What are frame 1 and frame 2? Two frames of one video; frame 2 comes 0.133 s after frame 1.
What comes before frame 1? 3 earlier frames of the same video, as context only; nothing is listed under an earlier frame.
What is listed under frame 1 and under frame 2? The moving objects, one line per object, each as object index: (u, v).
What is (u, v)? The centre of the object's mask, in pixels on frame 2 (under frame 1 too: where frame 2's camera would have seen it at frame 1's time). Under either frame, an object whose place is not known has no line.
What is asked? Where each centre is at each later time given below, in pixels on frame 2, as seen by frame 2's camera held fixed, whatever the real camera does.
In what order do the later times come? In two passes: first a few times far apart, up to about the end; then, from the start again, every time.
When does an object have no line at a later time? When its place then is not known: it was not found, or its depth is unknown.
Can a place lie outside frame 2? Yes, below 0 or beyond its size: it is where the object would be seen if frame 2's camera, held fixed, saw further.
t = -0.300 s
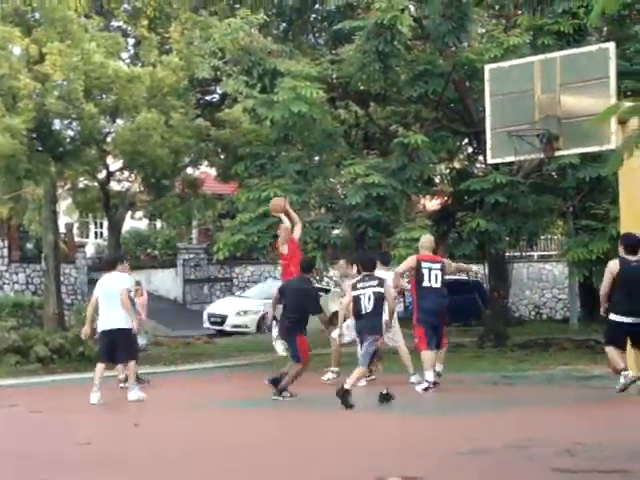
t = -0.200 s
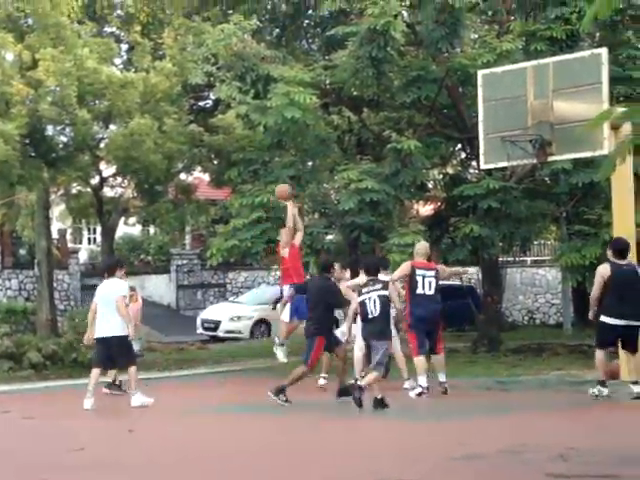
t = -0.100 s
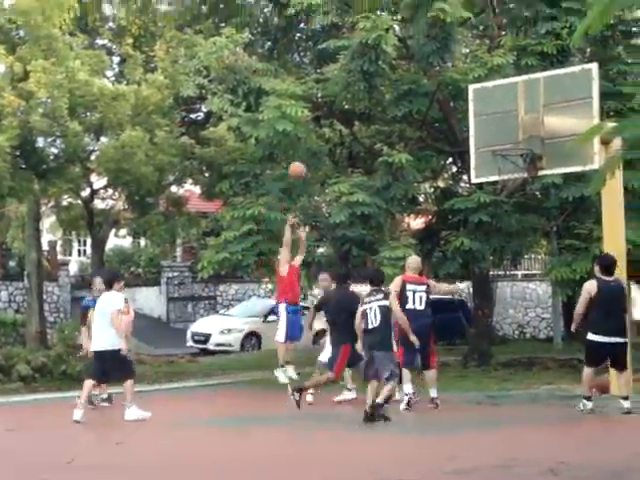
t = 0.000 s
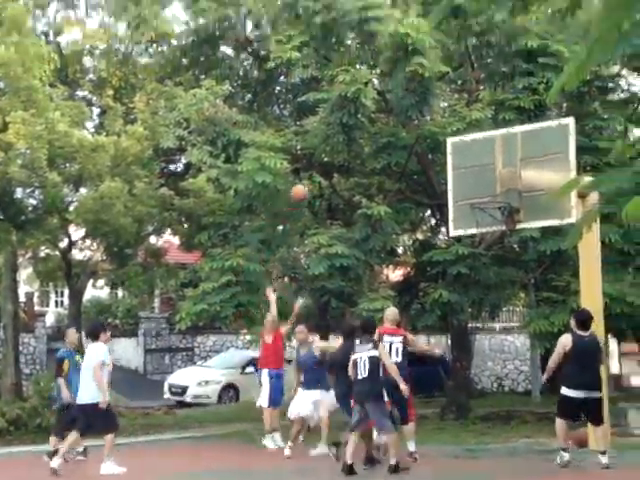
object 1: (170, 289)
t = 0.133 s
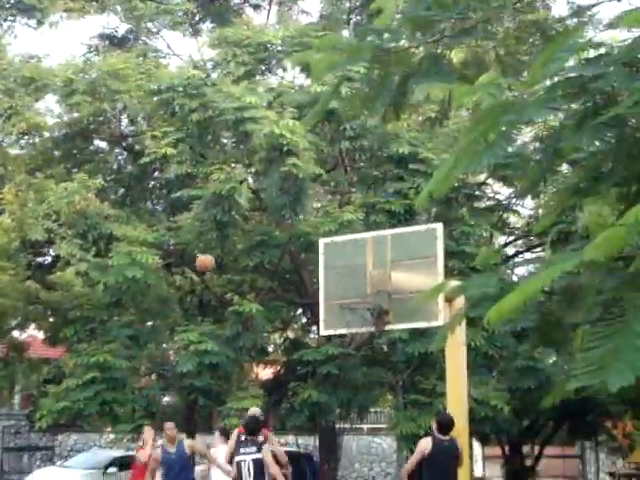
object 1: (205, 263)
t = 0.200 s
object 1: (221, 254)
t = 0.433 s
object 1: (283, 249)
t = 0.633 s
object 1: (337, 279)
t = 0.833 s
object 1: (357, 294)
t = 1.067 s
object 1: (306, 290)
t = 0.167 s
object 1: (214, 258)
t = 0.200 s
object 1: (221, 254)
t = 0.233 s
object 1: (230, 251)
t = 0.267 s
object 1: (238, 248)
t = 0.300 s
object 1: (247, 247)
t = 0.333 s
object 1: (256, 246)
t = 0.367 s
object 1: (264, 246)
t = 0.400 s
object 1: (273, 247)
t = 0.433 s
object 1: (283, 249)
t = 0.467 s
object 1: (291, 252)
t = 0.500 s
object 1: (300, 255)
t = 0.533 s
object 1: (309, 259)
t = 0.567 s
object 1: (317, 267)
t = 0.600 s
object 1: (328, 273)
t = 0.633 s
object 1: (337, 279)
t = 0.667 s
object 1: (347, 287)
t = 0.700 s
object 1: (355, 296)
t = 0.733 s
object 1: (361, 300)
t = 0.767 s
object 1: (367, 301)
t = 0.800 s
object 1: (365, 299)
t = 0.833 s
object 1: (357, 294)
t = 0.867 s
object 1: (350, 291)
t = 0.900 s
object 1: (342, 289)
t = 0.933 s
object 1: (336, 288)
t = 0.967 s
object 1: (328, 287)
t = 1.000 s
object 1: (320, 287)
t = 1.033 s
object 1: (312, 288)
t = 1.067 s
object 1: (306, 290)
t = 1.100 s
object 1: (298, 293)
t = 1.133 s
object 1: (291, 296)
